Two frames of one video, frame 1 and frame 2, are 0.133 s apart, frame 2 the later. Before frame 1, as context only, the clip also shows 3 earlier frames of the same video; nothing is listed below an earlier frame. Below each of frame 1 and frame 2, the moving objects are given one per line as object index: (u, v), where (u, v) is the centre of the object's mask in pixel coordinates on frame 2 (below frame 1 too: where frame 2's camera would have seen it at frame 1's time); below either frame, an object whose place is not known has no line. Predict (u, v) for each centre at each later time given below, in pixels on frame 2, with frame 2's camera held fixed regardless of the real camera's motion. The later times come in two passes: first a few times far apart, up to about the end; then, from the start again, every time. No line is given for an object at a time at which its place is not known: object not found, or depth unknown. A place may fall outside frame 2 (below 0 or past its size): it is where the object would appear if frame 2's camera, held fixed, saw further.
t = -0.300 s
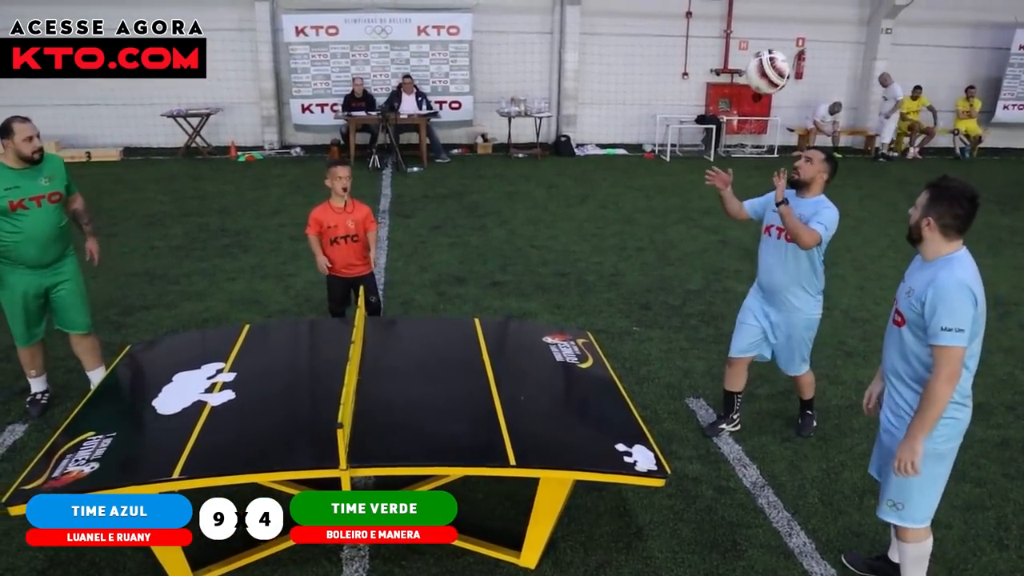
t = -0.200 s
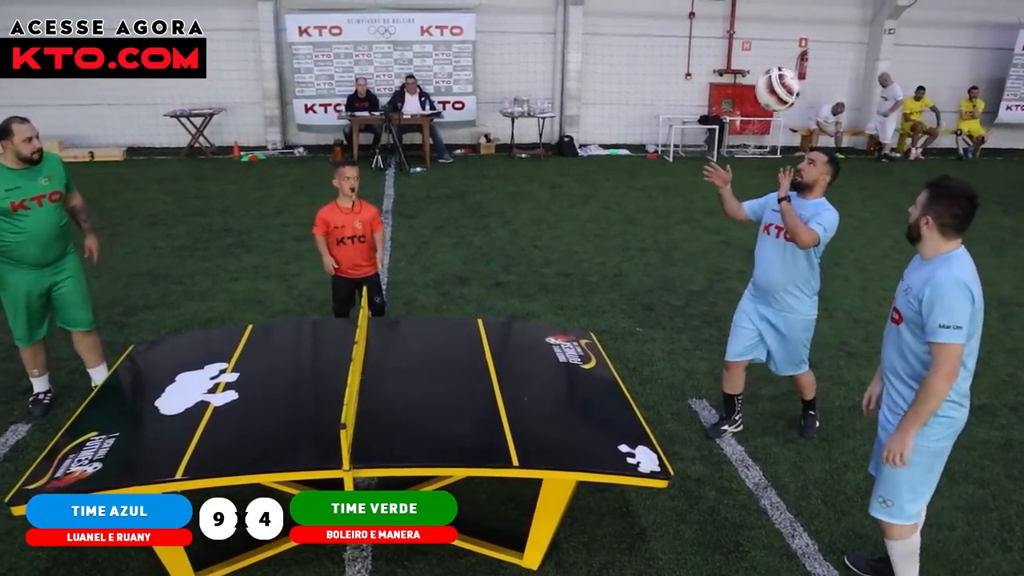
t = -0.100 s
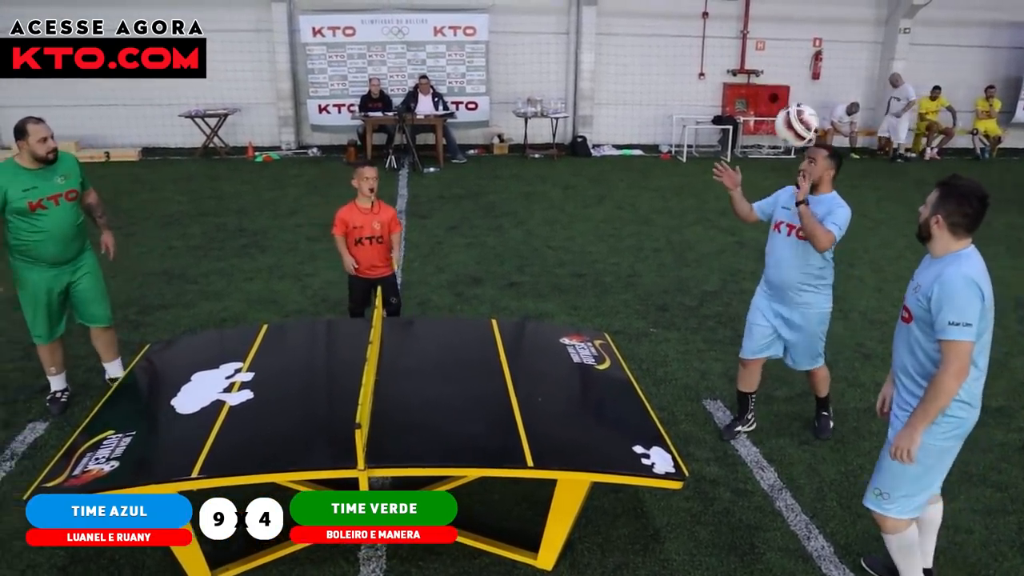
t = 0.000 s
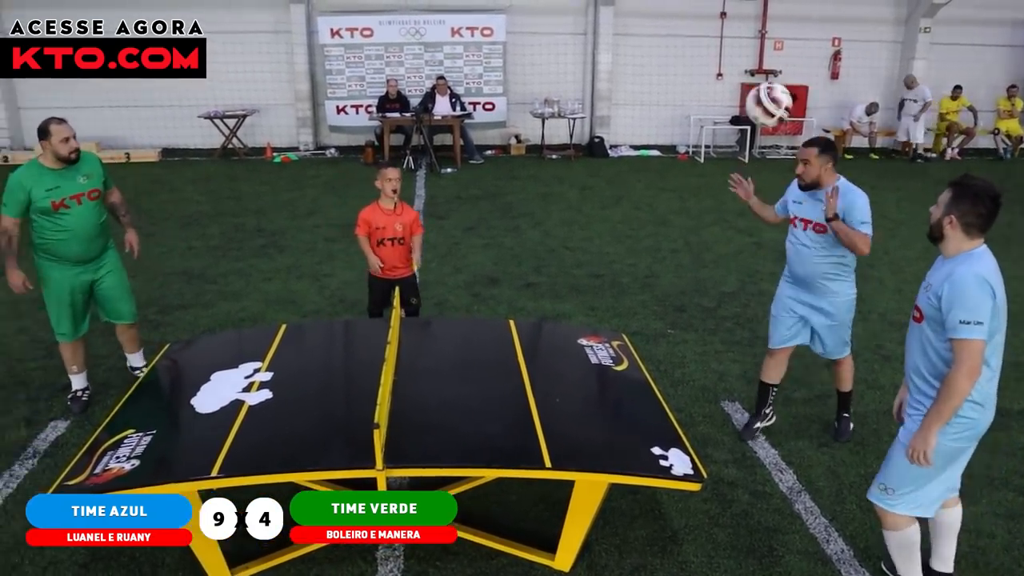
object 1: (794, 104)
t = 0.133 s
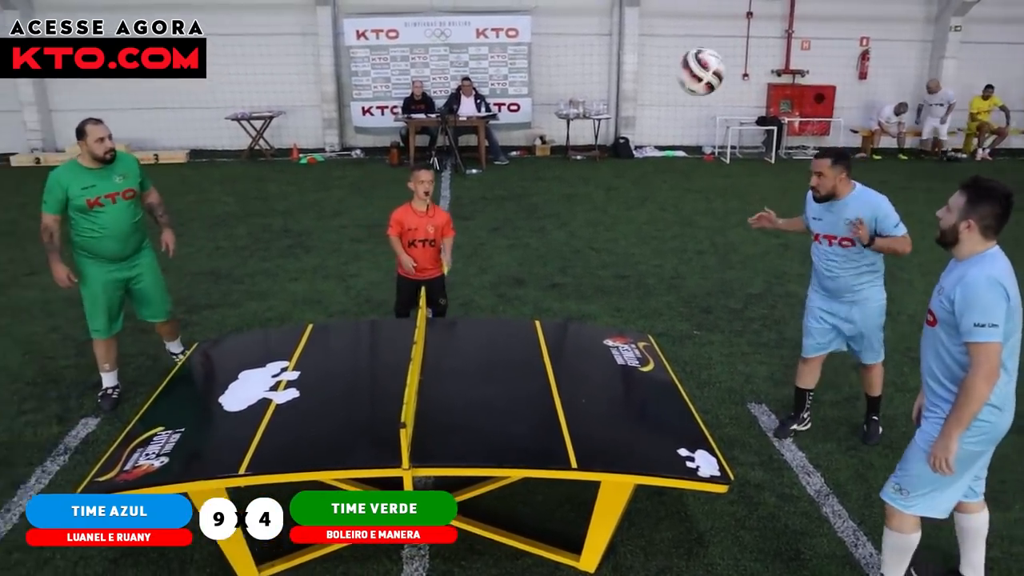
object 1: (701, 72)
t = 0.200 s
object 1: (649, 68)
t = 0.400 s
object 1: (483, 122)
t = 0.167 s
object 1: (676, 68)
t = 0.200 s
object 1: (649, 68)
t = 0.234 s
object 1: (624, 69)
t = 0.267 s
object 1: (597, 75)
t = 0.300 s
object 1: (570, 82)
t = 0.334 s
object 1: (541, 92)
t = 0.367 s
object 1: (513, 106)
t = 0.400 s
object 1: (483, 122)
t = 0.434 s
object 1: (453, 142)
